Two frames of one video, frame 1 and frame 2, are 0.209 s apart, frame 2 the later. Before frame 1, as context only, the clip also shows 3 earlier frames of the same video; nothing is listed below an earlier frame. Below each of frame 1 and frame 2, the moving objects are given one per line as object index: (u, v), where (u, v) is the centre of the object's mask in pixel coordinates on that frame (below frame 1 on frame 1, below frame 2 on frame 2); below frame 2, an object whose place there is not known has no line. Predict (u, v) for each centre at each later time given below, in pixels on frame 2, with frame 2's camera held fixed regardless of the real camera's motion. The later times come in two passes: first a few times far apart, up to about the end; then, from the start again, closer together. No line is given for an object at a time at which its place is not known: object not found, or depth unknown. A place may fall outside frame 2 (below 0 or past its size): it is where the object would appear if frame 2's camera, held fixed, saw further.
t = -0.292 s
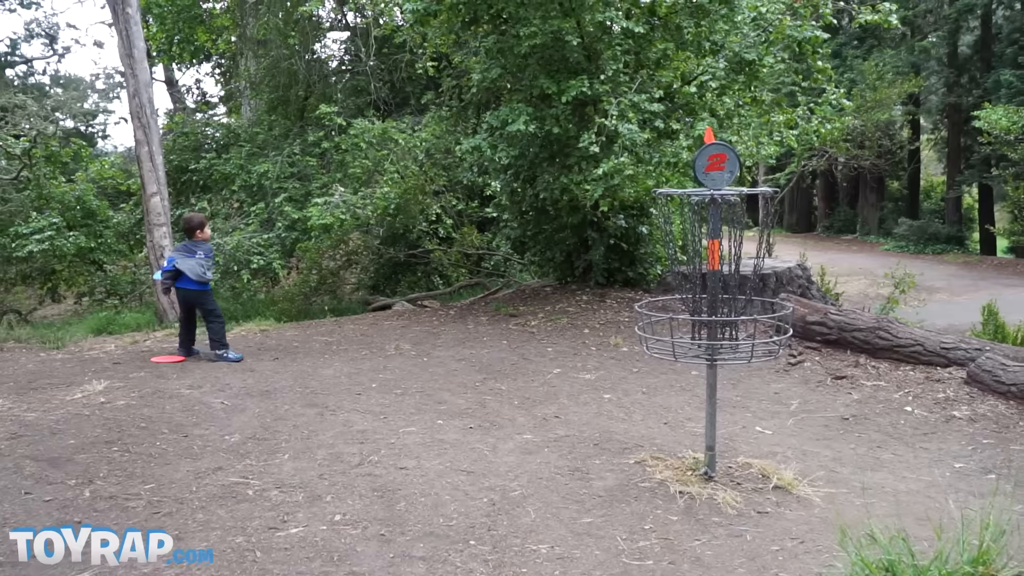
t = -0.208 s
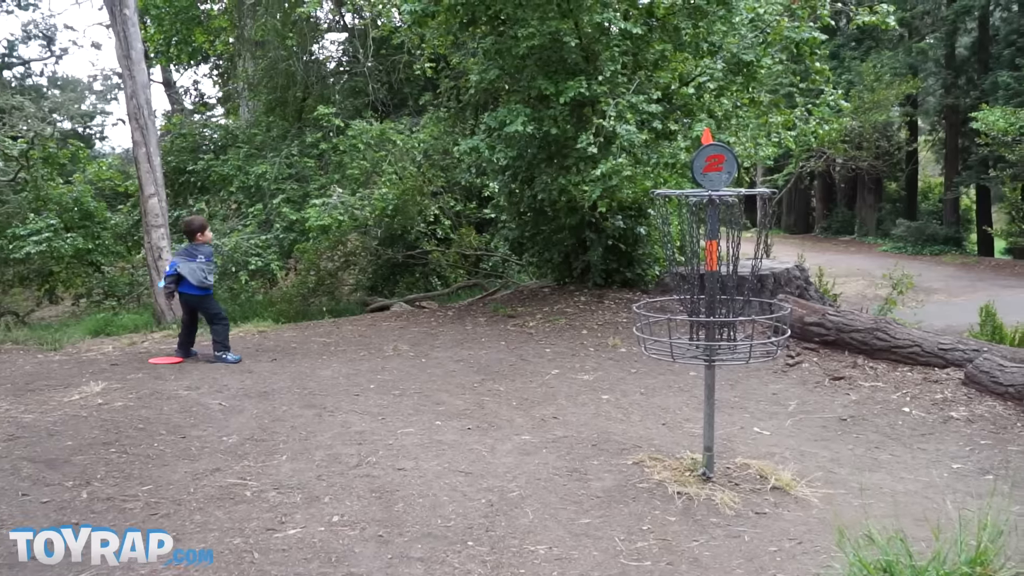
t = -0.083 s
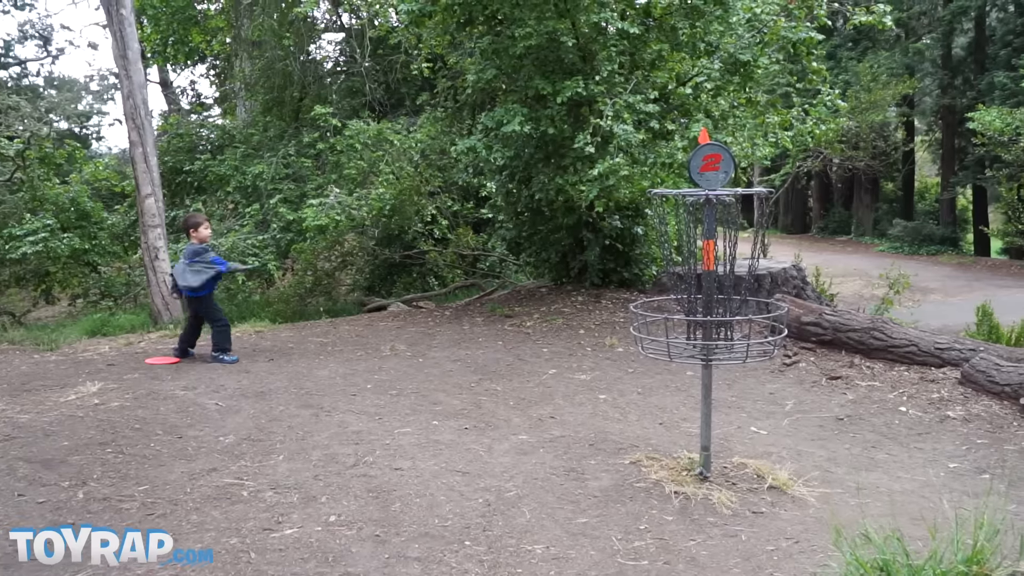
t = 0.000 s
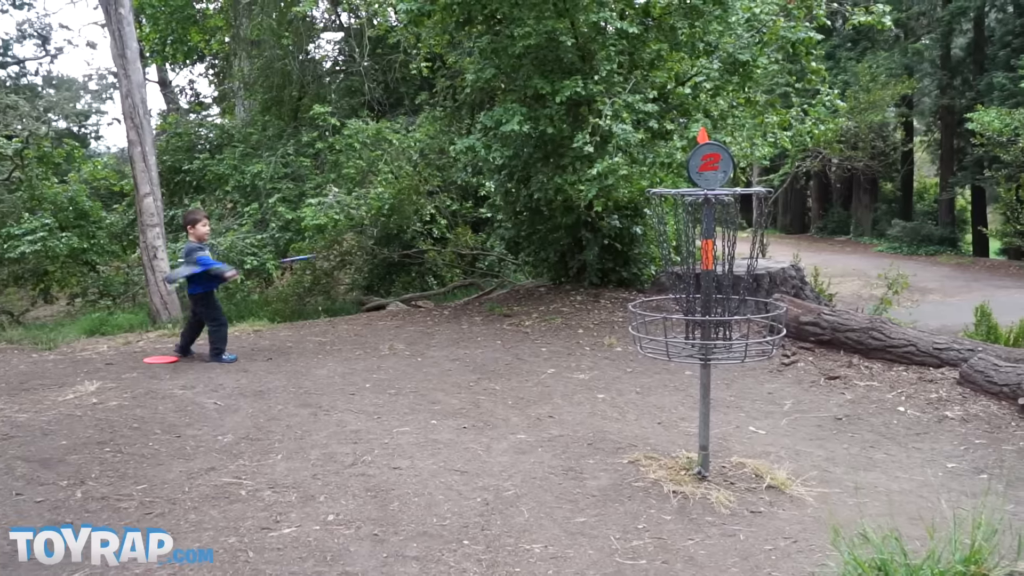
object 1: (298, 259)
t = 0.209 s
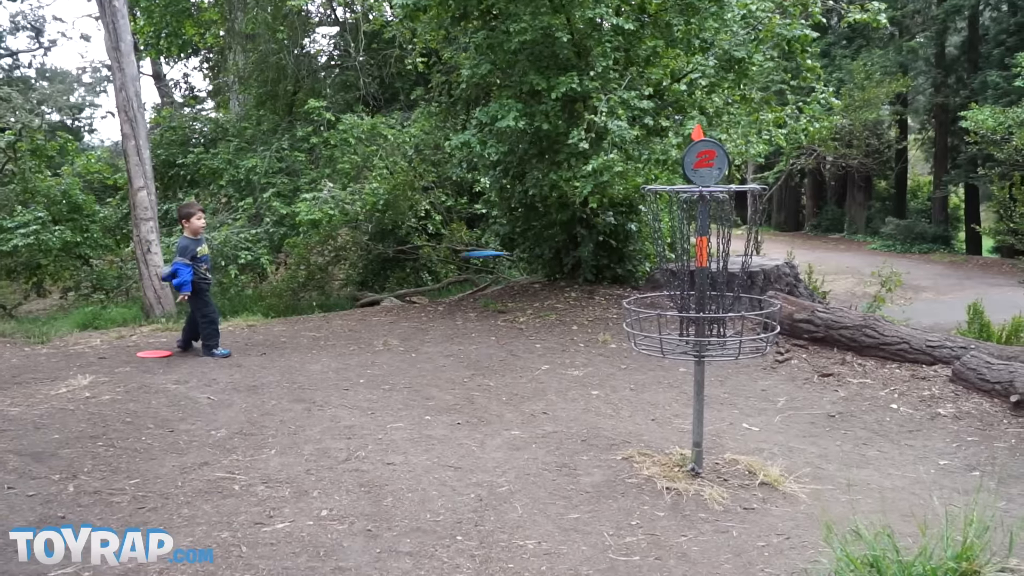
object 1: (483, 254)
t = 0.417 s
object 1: (695, 291)
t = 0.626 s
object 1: (722, 324)
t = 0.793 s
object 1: (725, 332)
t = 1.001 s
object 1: (725, 336)
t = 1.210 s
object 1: (725, 337)
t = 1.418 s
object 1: (725, 337)
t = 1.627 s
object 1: (725, 337)
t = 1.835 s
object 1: (725, 337)
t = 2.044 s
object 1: (725, 337)
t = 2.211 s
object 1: (725, 337)
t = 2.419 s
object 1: (725, 337)
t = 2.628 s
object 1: (725, 337)
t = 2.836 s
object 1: (726, 337)
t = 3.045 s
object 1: (725, 337)
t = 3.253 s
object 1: (725, 337)
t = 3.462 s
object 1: (725, 337)
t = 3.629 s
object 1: (725, 337)
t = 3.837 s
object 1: (725, 337)
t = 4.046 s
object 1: (726, 337)
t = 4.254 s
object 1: (725, 337)
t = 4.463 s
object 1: (725, 337)
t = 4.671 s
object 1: (725, 337)
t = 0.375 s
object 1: (678, 283)
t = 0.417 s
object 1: (695, 291)
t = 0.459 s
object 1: (701, 295)
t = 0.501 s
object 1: (720, 308)
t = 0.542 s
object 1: (725, 321)
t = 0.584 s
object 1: (722, 324)
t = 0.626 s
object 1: (722, 324)
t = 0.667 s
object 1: (724, 325)
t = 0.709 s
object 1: (725, 327)
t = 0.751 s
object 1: (726, 329)
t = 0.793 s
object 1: (725, 332)
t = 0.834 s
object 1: (726, 334)
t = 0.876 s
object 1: (725, 336)
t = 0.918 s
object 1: (725, 334)
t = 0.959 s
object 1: (725, 334)
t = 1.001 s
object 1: (725, 336)
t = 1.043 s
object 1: (726, 336)
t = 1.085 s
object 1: (726, 336)
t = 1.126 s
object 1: (726, 337)
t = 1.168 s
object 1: (725, 337)
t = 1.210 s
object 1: (725, 337)
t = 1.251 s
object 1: (725, 337)
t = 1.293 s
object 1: (726, 337)
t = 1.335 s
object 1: (726, 337)
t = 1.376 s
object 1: (727, 337)
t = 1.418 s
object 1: (725, 337)
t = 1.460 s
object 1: (726, 337)
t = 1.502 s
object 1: (726, 337)
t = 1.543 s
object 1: (726, 337)
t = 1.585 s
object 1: (725, 337)
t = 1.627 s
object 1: (725, 337)
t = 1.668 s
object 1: (725, 337)
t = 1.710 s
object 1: (725, 337)
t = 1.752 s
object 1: (725, 337)
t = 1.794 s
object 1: (725, 337)
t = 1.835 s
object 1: (725, 337)
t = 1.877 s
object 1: (725, 337)
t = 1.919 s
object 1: (725, 337)
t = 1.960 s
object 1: (725, 337)
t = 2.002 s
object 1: (725, 337)
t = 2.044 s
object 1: (725, 337)
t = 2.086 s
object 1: (725, 337)
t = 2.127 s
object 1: (725, 337)
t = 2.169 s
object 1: (725, 337)
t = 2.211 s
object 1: (725, 337)
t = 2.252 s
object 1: (726, 337)
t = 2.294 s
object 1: (725, 337)
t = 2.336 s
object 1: (725, 337)
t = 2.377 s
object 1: (725, 337)
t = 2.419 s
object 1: (725, 337)
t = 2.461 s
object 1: (725, 337)
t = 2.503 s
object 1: (725, 337)
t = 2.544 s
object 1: (725, 337)
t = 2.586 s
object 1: (725, 337)
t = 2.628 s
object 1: (725, 337)
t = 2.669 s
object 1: (725, 337)
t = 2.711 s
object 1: (726, 337)
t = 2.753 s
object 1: (726, 337)
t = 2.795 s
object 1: (726, 337)
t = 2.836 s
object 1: (726, 337)
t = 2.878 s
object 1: (725, 337)
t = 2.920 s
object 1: (725, 337)
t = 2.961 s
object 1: (725, 337)
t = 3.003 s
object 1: (726, 337)
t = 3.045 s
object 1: (725, 337)
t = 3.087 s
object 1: (725, 337)
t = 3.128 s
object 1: (725, 337)
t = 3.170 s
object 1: (725, 337)
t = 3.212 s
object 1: (725, 337)
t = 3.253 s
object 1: (725, 337)
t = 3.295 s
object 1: (725, 337)
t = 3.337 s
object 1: (725, 337)
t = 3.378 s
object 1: (725, 337)
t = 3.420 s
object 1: (725, 337)
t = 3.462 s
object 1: (725, 337)
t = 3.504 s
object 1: (725, 337)
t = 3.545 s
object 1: (725, 337)
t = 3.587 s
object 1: (725, 337)
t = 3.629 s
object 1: (725, 337)
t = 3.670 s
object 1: (725, 337)
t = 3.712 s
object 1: (725, 337)
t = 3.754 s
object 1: (725, 337)
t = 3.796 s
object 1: (725, 337)
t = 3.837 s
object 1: (725, 337)
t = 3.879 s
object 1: (726, 337)
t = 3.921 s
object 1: (726, 337)
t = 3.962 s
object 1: (726, 337)
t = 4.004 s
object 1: (726, 337)
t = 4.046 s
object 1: (726, 337)
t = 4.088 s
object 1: (726, 337)
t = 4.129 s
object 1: (726, 337)
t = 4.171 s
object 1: (726, 337)
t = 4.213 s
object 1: (726, 337)
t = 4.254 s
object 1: (725, 337)
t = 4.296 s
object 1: (725, 337)
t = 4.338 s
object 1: (725, 337)
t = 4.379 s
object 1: (725, 337)
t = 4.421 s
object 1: (725, 337)
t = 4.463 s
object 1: (725, 337)
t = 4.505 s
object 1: (725, 337)
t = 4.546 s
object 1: (725, 337)
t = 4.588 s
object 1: (725, 337)
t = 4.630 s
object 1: (725, 337)
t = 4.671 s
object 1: (725, 337)
